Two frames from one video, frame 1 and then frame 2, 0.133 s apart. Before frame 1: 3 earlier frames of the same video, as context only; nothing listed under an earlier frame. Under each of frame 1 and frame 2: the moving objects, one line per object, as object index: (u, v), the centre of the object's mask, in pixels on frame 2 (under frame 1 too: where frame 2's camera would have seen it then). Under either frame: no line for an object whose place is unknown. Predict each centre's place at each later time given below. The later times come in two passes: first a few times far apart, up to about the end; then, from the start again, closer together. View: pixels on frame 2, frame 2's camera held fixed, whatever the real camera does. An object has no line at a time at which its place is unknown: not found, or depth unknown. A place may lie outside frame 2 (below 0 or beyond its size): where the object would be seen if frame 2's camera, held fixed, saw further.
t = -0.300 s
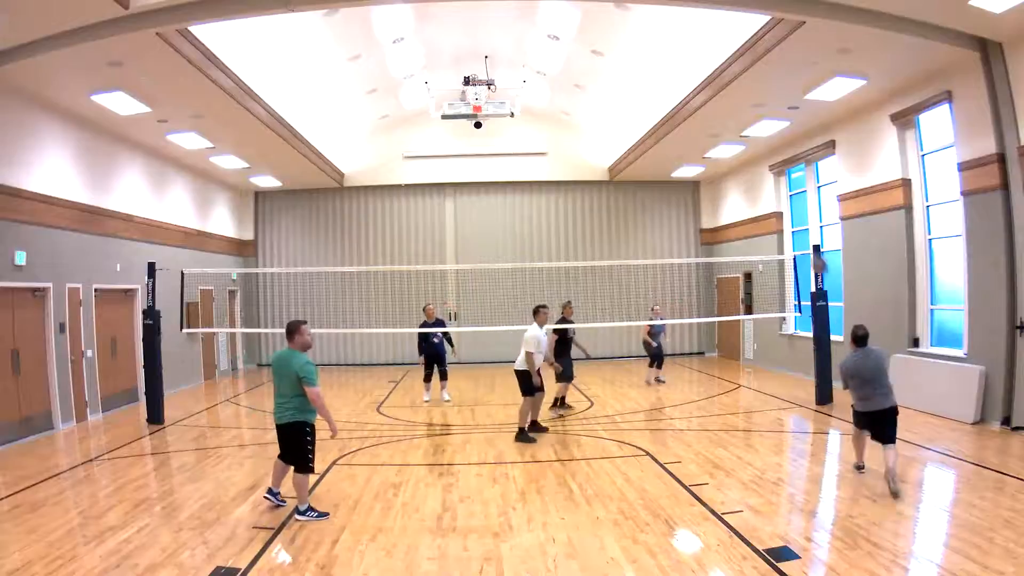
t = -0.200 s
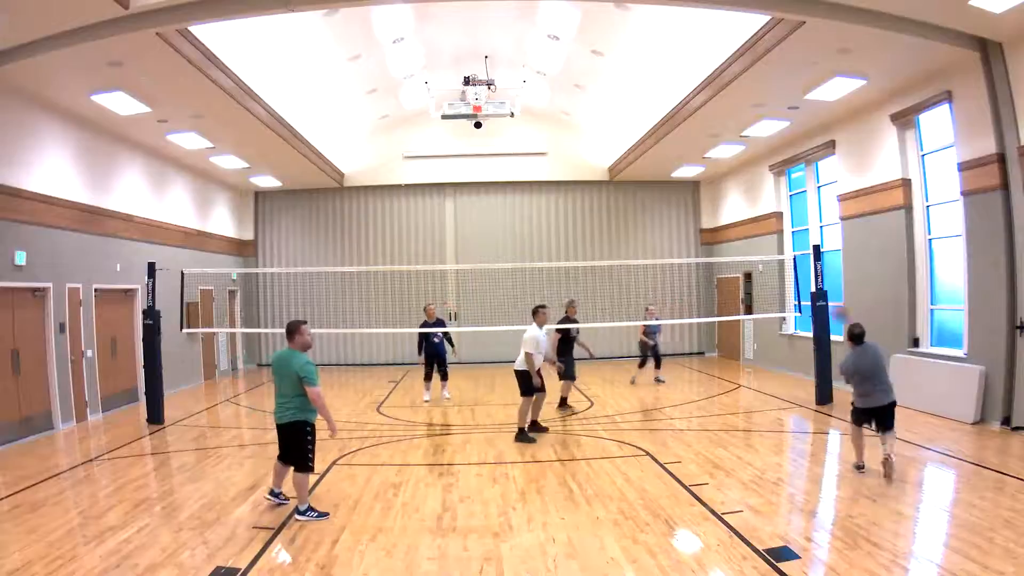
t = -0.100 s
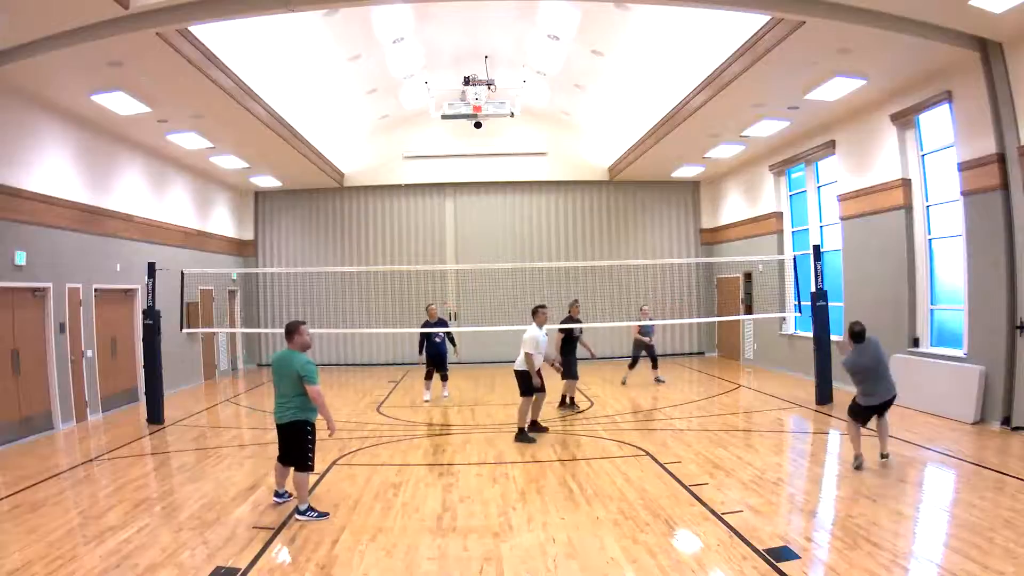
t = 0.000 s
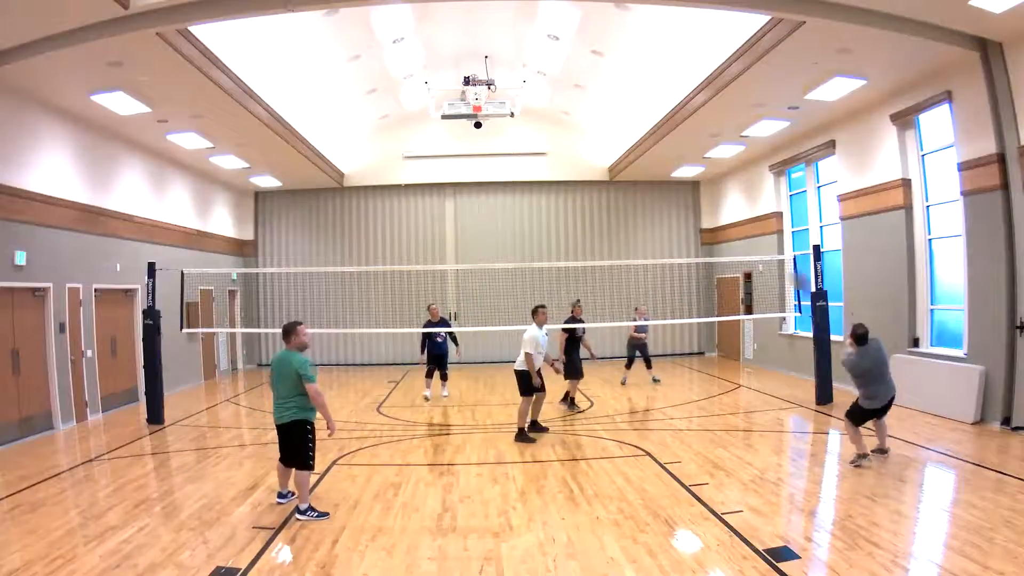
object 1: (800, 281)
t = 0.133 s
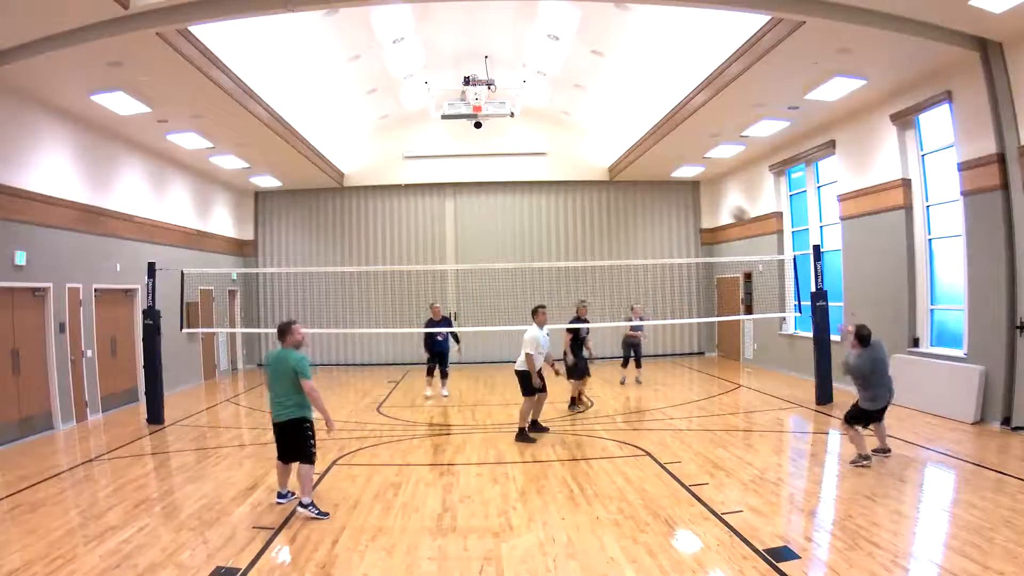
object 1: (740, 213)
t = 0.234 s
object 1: (697, 181)
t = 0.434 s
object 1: (615, 143)
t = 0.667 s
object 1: (536, 143)
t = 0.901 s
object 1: (467, 184)
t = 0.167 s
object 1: (722, 200)
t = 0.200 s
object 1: (709, 190)
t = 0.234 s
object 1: (697, 181)
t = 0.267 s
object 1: (682, 173)
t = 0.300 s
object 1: (668, 165)
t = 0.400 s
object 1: (629, 147)
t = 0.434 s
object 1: (615, 143)
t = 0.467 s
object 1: (603, 140)
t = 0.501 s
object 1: (591, 138)
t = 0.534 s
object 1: (580, 137)
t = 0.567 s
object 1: (568, 138)
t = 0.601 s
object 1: (557, 139)
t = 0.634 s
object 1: (547, 141)
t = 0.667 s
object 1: (536, 143)
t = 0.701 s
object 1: (526, 147)
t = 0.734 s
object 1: (514, 151)
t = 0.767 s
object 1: (504, 157)
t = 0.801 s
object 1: (495, 162)
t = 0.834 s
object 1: (485, 169)
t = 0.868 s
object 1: (475, 177)
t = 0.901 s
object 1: (467, 184)
